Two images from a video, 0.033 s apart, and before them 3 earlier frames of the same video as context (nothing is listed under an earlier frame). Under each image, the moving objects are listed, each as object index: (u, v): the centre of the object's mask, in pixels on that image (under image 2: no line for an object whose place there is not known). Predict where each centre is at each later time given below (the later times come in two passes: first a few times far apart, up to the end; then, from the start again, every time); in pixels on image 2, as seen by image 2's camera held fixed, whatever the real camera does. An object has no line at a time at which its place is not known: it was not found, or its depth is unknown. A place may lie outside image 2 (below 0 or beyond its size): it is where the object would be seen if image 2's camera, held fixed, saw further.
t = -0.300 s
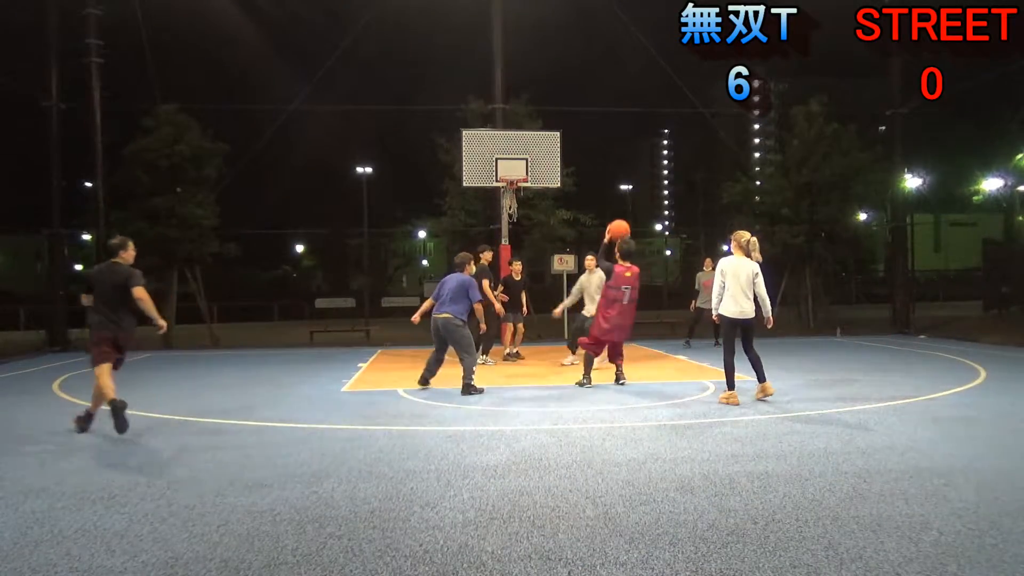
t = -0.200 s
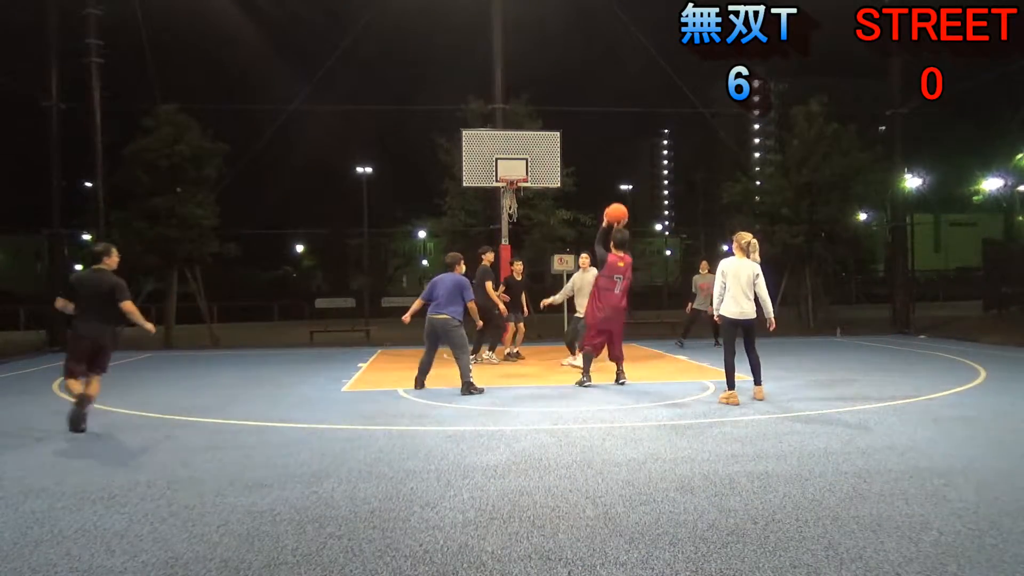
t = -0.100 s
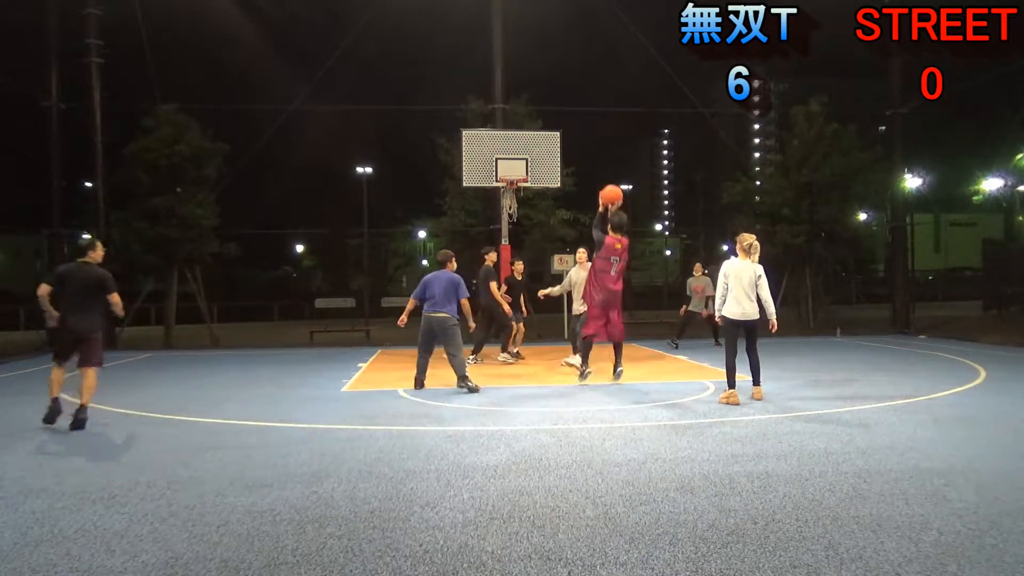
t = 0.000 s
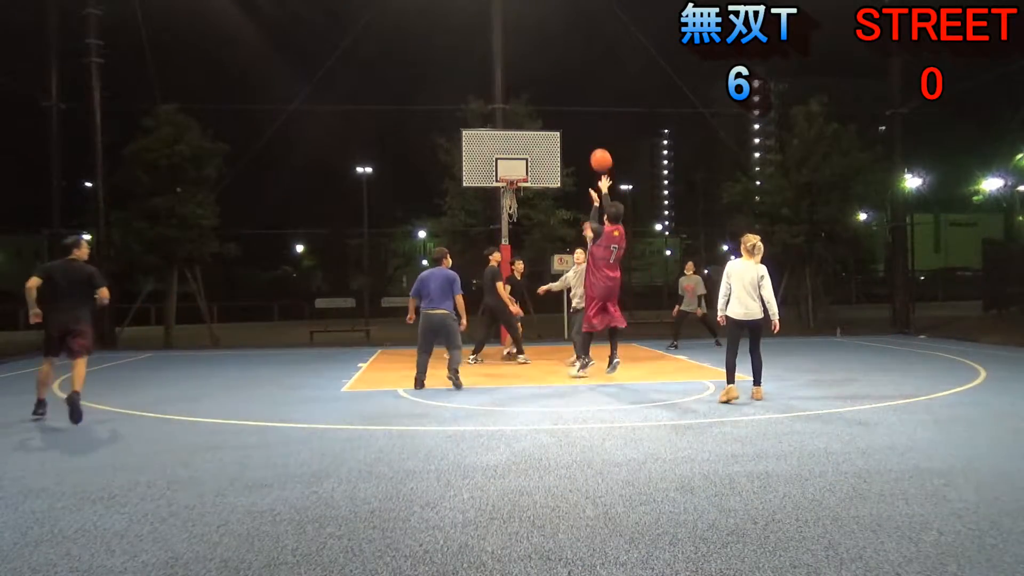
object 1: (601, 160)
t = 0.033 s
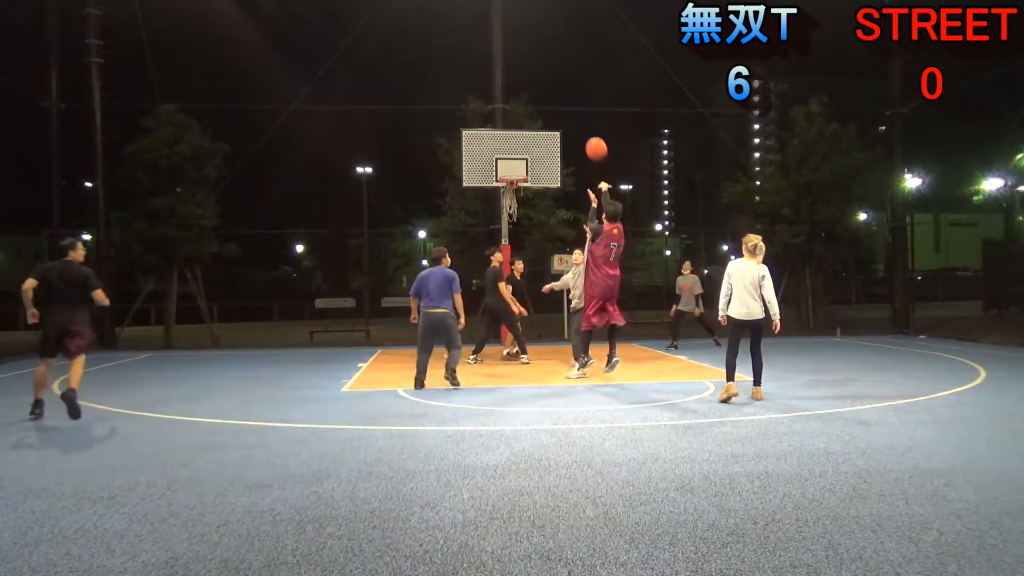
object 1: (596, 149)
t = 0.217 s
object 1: (573, 106)
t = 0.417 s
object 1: (552, 91)
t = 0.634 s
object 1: (533, 106)
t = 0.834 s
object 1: (519, 141)
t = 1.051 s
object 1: (515, 196)
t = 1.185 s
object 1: (527, 239)
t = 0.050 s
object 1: (594, 144)
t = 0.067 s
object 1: (592, 139)
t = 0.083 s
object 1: (589, 134)
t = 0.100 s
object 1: (587, 129)
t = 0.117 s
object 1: (585, 125)
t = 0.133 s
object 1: (583, 121)
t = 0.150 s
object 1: (581, 118)
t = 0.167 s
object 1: (579, 114)
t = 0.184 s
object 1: (577, 111)
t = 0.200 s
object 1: (575, 108)
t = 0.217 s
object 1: (573, 106)
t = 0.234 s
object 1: (571, 103)
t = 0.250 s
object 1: (569, 101)
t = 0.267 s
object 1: (567, 99)
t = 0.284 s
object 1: (565, 97)
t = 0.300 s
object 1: (564, 96)
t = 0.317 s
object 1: (562, 95)
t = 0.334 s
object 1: (560, 94)
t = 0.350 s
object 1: (559, 93)
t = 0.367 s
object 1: (557, 92)
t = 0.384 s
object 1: (555, 92)
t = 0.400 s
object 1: (554, 91)
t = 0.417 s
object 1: (552, 91)
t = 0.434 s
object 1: (550, 91)
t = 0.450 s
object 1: (549, 91)
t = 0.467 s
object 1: (547, 92)
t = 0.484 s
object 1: (546, 93)
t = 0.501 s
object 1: (544, 93)
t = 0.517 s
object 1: (543, 94)
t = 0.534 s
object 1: (542, 95)
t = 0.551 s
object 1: (540, 97)
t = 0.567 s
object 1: (539, 98)
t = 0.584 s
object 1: (537, 100)
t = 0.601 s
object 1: (536, 102)
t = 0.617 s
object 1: (535, 103)
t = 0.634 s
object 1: (533, 106)
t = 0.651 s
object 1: (532, 108)
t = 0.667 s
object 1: (531, 110)
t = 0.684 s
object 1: (530, 113)
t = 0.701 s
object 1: (528, 115)
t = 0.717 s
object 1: (527, 118)
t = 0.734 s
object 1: (526, 121)
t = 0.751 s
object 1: (525, 123)
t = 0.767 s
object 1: (524, 127)
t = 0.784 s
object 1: (522, 130)
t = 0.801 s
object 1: (521, 134)
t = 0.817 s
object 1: (520, 137)
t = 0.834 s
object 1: (519, 141)
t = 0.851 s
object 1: (518, 145)
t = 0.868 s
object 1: (517, 149)
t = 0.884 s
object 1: (516, 154)
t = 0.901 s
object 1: (514, 157)
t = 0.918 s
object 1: (514, 162)
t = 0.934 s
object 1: (512, 166)
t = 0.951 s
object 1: (511, 170)
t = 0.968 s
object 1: (510, 174)
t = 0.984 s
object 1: (509, 181)
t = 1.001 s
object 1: (509, 182)
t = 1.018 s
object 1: (512, 189)
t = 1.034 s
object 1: (513, 192)
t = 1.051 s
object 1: (515, 196)
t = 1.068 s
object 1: (517, 201)
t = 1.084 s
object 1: (518, 206)
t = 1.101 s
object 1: (519, 211)
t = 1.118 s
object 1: (522, 216)
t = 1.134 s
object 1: (523, 222)
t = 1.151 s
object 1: (524, 227)
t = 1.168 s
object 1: (526, 233)
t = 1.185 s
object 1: (527, 239)
